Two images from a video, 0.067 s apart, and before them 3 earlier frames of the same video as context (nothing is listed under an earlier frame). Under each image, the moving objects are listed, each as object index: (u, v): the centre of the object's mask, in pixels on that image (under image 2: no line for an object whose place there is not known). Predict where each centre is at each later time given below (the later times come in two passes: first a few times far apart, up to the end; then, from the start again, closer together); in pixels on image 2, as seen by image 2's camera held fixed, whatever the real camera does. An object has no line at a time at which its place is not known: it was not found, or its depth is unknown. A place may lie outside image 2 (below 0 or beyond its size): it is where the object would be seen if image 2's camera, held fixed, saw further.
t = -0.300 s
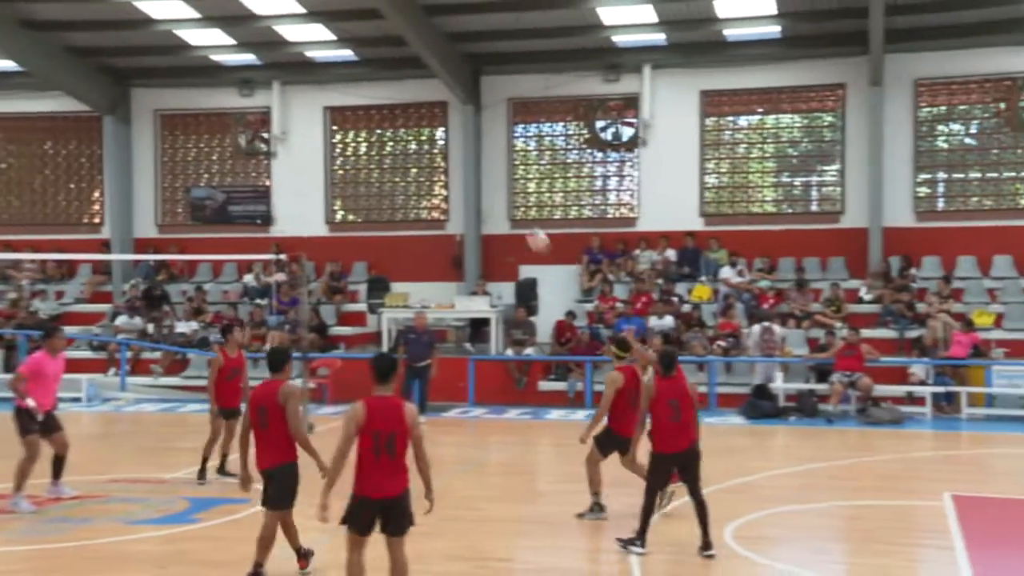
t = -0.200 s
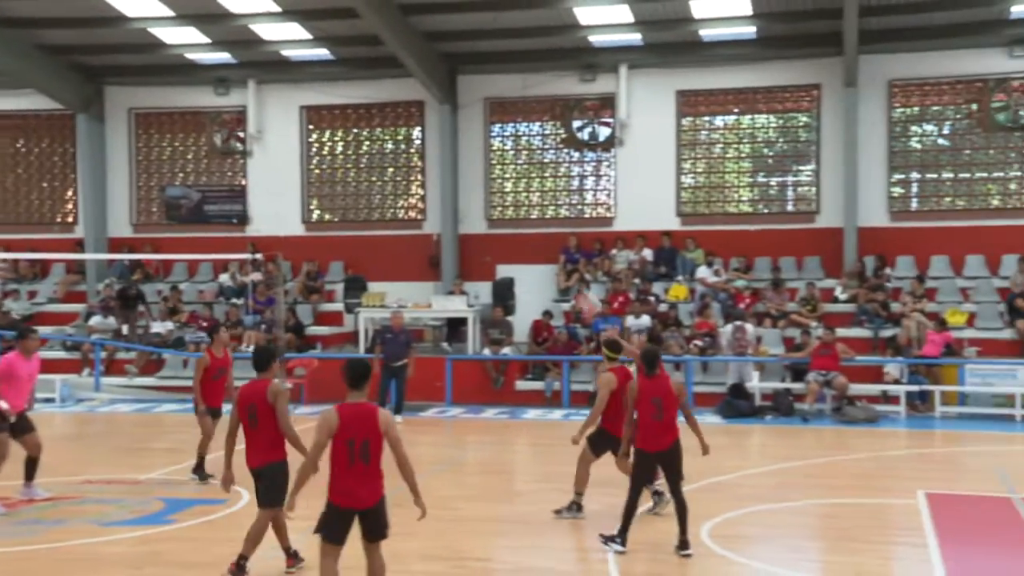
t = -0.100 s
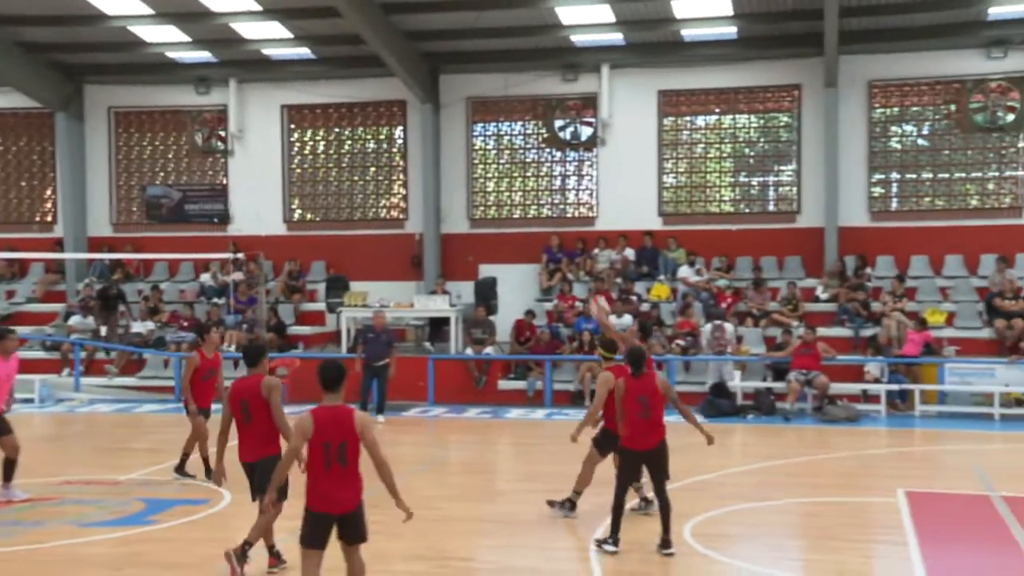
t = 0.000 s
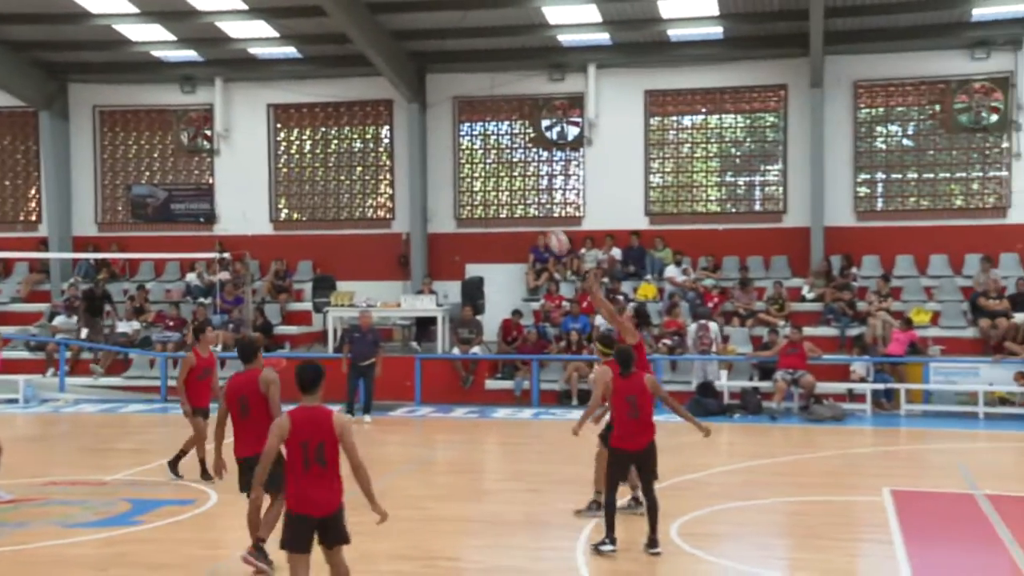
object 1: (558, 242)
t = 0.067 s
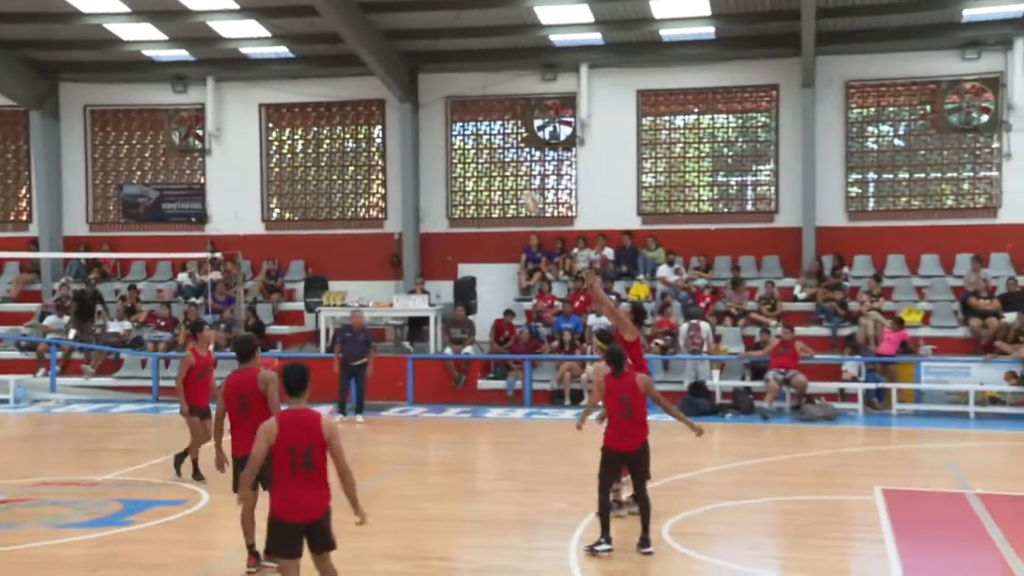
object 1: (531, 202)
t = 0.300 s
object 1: (463, 103)
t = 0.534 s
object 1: (396, 56)
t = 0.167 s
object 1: (501, 154)
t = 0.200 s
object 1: (491, 140)
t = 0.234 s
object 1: (482, 125)
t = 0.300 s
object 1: (463, 103)
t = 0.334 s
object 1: (454, 93)
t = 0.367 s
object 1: (444, 82)
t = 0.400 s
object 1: (436, 76)
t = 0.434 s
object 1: (424, 70)
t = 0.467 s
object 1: (415, 64)
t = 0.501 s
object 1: (405, 60)
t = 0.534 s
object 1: (396, 56)
